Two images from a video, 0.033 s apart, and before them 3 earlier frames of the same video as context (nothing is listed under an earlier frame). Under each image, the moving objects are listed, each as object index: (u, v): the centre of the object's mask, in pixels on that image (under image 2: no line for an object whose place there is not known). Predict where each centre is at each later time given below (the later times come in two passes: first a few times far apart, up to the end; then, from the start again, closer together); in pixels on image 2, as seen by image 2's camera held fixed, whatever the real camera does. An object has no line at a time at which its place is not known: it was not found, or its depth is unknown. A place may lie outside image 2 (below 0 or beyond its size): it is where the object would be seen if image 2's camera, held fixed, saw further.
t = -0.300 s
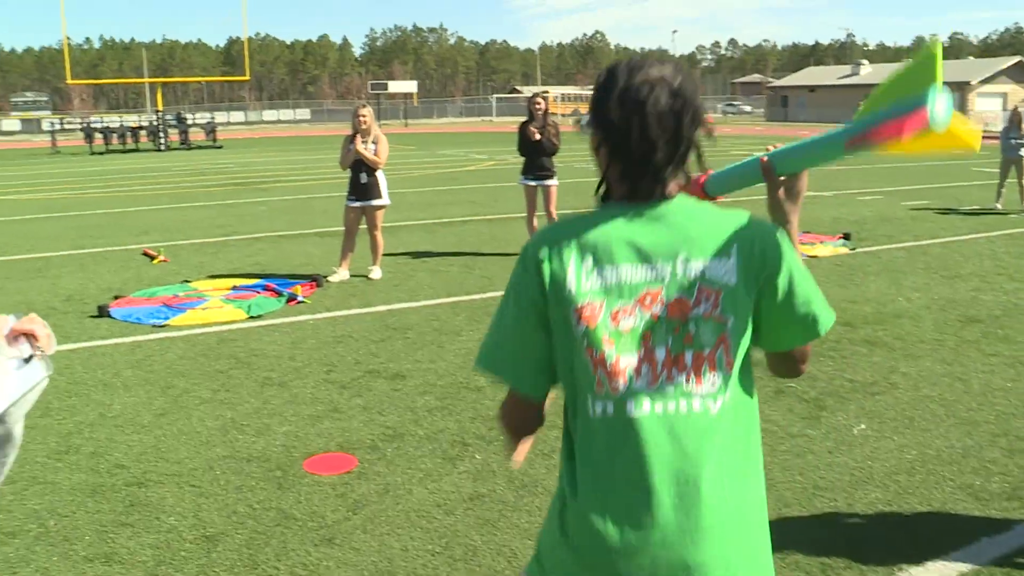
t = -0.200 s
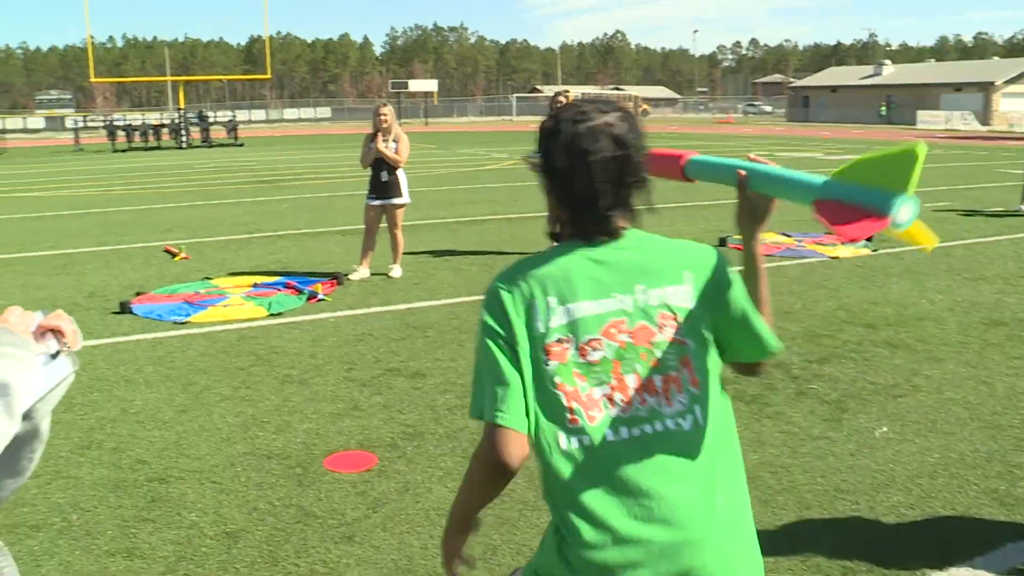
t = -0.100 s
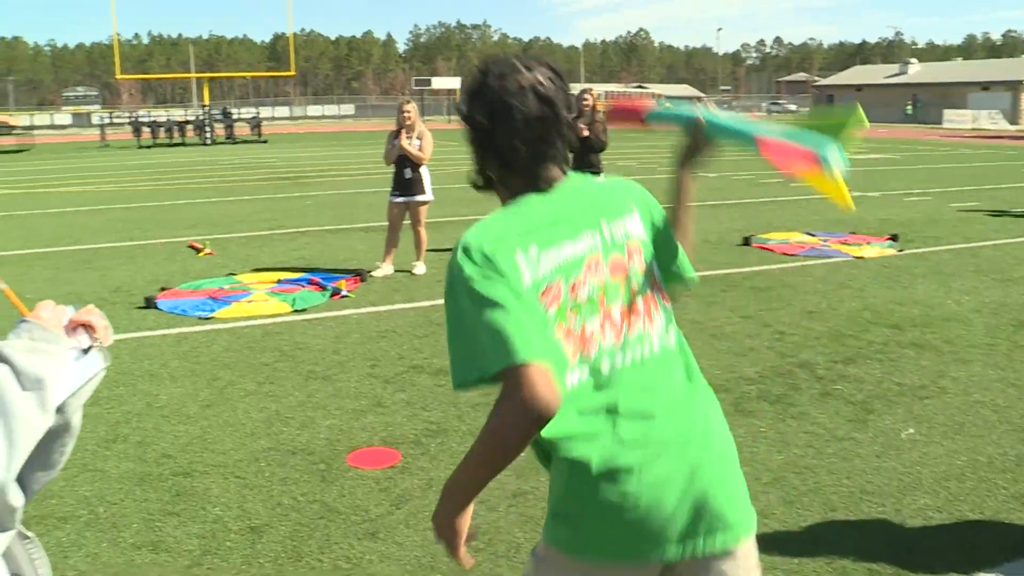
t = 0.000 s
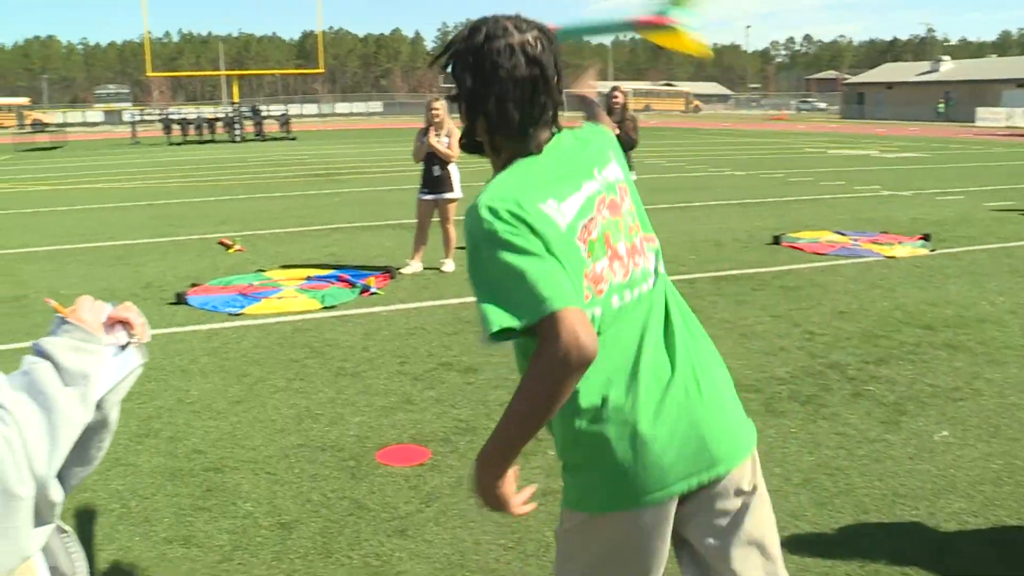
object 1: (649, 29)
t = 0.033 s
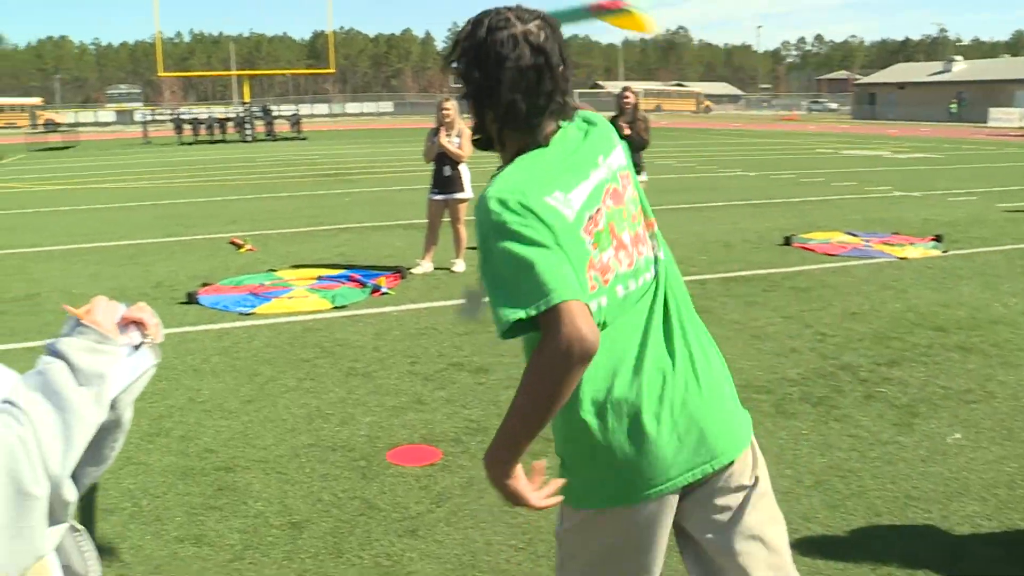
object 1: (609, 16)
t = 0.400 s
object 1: (352, 81)
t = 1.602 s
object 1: (272, 265)
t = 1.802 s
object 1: (272, 266)
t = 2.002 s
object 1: (271, 266)
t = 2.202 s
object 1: (271, 266)
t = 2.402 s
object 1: (270, 266)
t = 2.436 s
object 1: (269, 267)
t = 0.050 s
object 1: (589, 12)
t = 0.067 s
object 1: (568, 11)
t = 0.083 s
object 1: (553, 12)
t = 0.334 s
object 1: (376, 57)
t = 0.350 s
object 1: (368, 63)
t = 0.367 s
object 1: (365, 68)
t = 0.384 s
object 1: (359, 74)
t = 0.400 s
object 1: (352, 81)
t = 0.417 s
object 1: (346, 87)
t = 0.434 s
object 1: (342, 92)
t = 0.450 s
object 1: (338, 98)
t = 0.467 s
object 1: (334, 104)
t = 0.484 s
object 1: (331, 110)
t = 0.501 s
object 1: (326, 117)
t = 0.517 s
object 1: (322, 125)
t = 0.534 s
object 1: (319, 131)
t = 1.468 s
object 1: (272, 265)
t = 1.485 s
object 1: (272, 265)
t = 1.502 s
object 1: (272, 265)
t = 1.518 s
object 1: (272, 265)
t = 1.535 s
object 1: (272, 265)
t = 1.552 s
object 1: (272, 266)
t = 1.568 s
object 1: (272, 265)
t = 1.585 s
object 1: (272, 265)
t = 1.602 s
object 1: (272, 265)
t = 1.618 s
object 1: (272, 265)
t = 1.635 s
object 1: (272, 265)
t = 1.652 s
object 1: (272, 265)
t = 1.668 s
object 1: (271, 265)
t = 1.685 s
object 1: (272, 266)
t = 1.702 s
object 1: (272, 265)
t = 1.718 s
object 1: (272, 266)
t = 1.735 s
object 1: (271, 266)
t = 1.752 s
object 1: (272, 266)
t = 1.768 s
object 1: (271, 266)
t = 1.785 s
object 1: (271, 266)
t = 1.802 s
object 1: (272, 266)
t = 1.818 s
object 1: (271, 266)
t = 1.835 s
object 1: (271, 266)
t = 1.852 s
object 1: (271, 266)
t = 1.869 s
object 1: (272, 266)
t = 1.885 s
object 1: (272, 266)
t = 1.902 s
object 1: (271, 266)
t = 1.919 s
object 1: (271, 266)
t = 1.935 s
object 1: (271, 266)
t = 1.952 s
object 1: (271, 266)
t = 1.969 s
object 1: (271, 266)
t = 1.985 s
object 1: (271, 266)
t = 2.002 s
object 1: (271, 266)
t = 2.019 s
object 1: (271, 266)
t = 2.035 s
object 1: (271, 266)
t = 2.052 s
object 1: (271, 266)
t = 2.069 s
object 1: (270, 266)
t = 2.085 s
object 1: (271, 266)
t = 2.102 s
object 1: (271, 266)
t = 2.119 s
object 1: (271, 266)
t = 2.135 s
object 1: (271, 266)
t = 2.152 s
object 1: (271, 266)
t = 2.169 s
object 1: (271, 266)
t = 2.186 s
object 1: (271, 266)
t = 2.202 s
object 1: (271, 266)
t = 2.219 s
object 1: (271, 266)
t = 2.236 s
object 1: (271, 266)
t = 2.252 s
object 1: (271, 266)
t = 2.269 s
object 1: (271, 266)
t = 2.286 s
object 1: (271, 266)
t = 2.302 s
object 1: (271, 266)
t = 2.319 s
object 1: (271, 266)
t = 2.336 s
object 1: (270, 266)
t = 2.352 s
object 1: (271, 266)
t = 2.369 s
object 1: (270, 266)
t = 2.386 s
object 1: (271, 266)
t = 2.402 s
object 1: (270, 266)
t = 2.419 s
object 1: (270, 266)
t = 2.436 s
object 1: (269, 267)
